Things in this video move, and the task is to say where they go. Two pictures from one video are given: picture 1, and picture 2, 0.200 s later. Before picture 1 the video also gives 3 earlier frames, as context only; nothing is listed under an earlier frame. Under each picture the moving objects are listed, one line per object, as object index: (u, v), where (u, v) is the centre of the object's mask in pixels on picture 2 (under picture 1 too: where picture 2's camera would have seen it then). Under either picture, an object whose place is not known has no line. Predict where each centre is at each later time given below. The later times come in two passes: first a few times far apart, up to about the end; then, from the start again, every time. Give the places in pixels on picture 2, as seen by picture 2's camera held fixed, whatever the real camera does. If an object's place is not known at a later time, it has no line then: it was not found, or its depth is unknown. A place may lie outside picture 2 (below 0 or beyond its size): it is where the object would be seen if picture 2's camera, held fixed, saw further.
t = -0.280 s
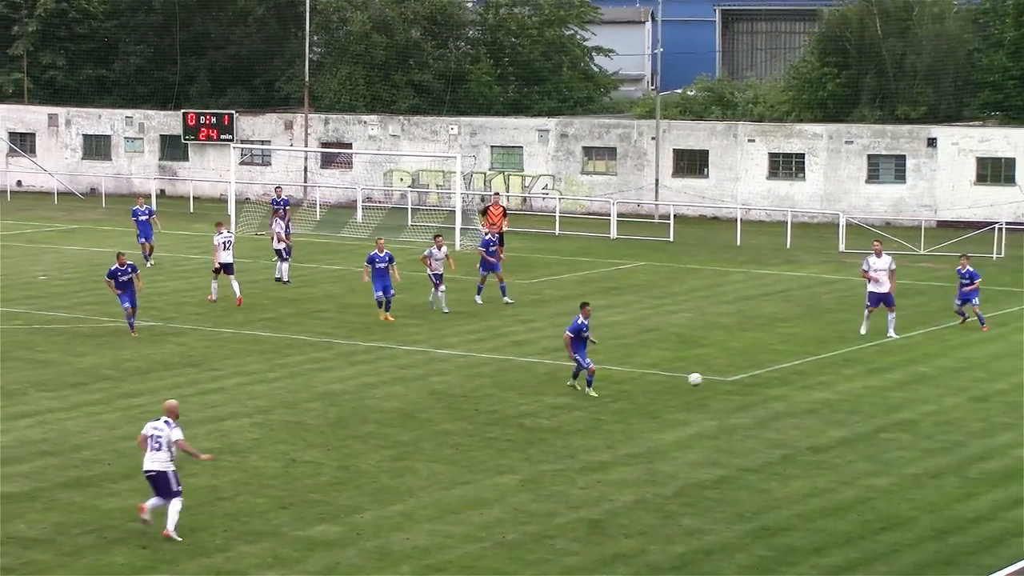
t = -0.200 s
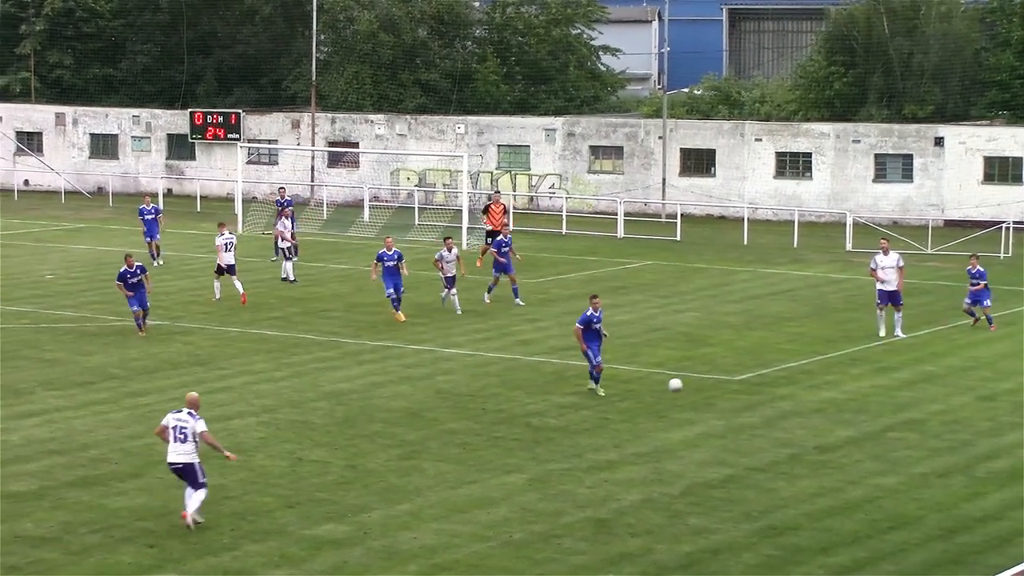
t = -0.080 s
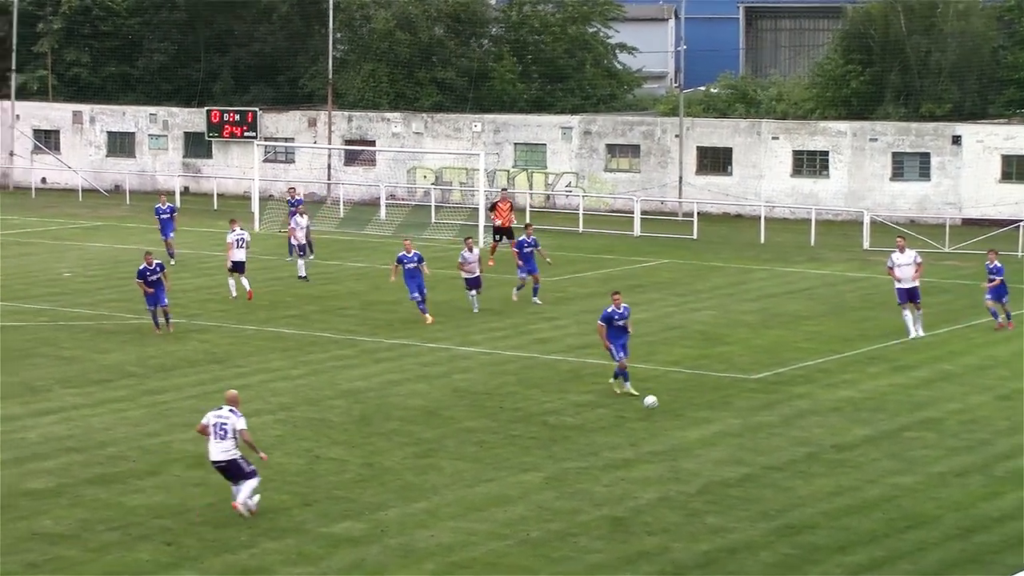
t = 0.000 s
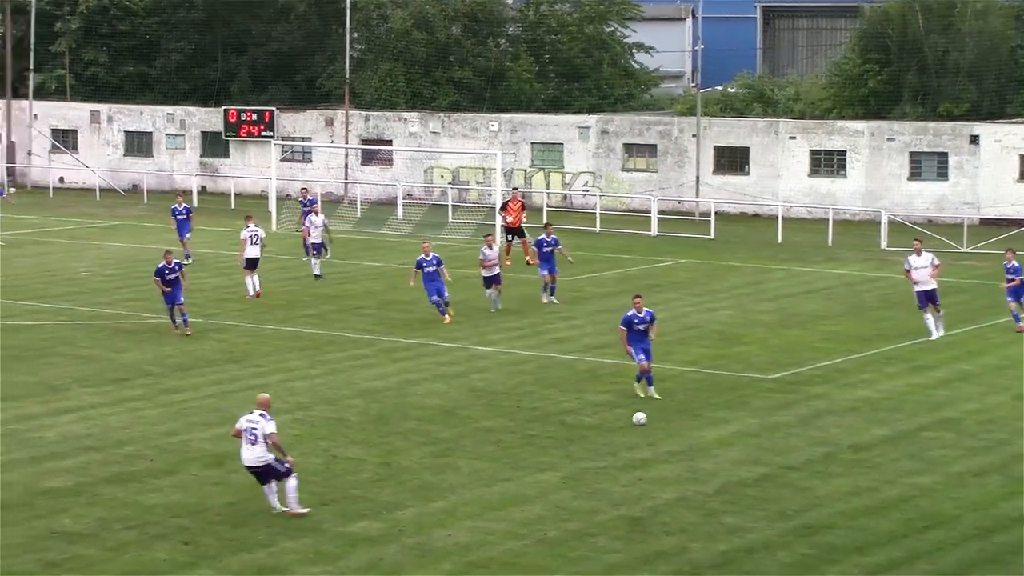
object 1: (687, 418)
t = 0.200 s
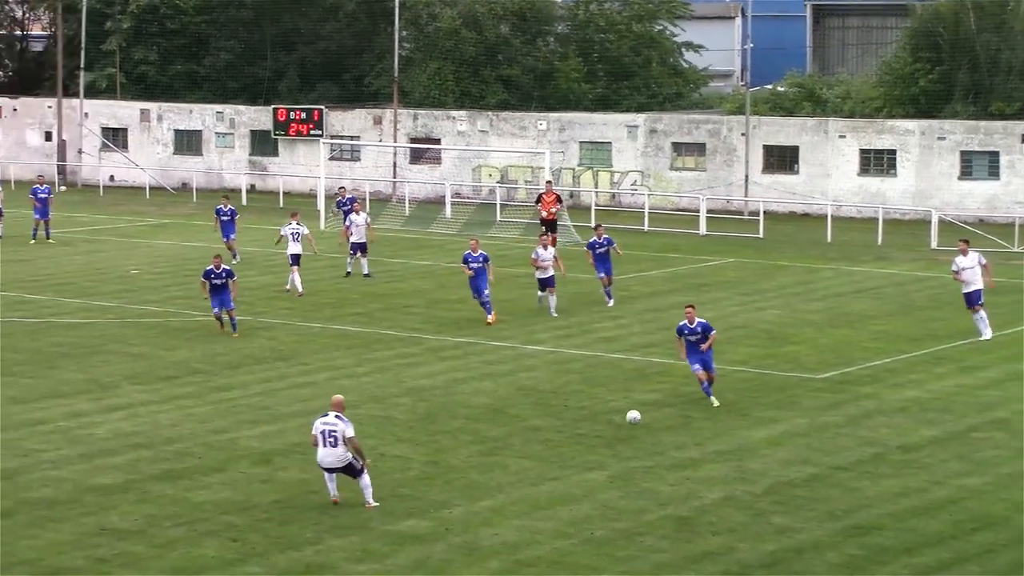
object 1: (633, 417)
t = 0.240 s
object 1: (622, 420)
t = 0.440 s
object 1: (565, 445)
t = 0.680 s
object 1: (492, 465)
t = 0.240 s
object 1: (622, 420)
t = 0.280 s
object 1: (610, 424)
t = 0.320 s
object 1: (599, 431)
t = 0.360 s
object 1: (587, 438)
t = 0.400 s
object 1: (576, 446)
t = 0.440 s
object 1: (565, 445)
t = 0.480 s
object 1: (553, 445)
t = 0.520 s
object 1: (541, 446)
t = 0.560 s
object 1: (529, 449)
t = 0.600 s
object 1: (517, 452)
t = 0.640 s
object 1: (505, 457)
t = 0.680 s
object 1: (492, 465)
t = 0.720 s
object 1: (480, 470)
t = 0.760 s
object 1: (467, 471)
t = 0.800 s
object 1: (455, 472)
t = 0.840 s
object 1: (442, 476)
